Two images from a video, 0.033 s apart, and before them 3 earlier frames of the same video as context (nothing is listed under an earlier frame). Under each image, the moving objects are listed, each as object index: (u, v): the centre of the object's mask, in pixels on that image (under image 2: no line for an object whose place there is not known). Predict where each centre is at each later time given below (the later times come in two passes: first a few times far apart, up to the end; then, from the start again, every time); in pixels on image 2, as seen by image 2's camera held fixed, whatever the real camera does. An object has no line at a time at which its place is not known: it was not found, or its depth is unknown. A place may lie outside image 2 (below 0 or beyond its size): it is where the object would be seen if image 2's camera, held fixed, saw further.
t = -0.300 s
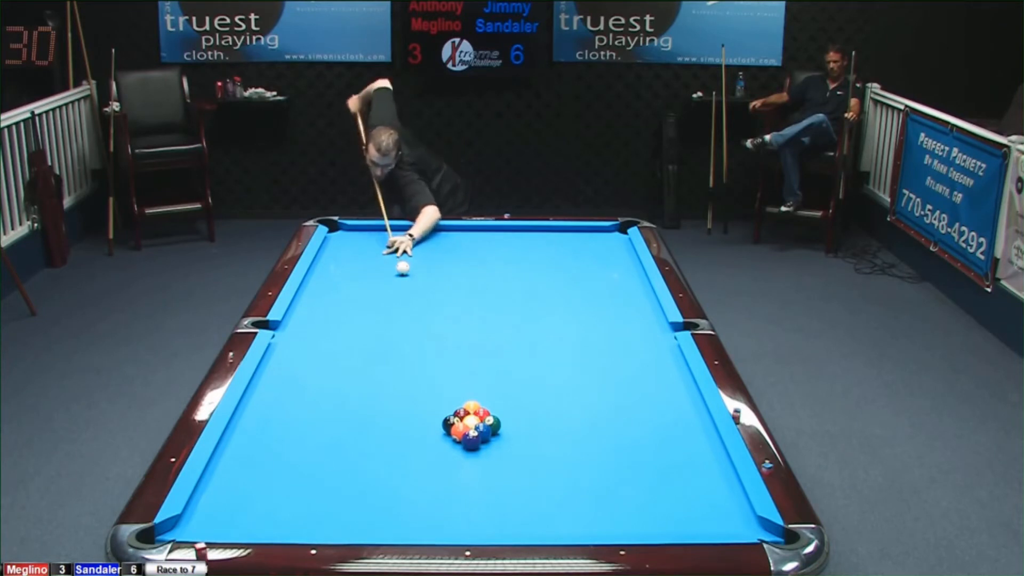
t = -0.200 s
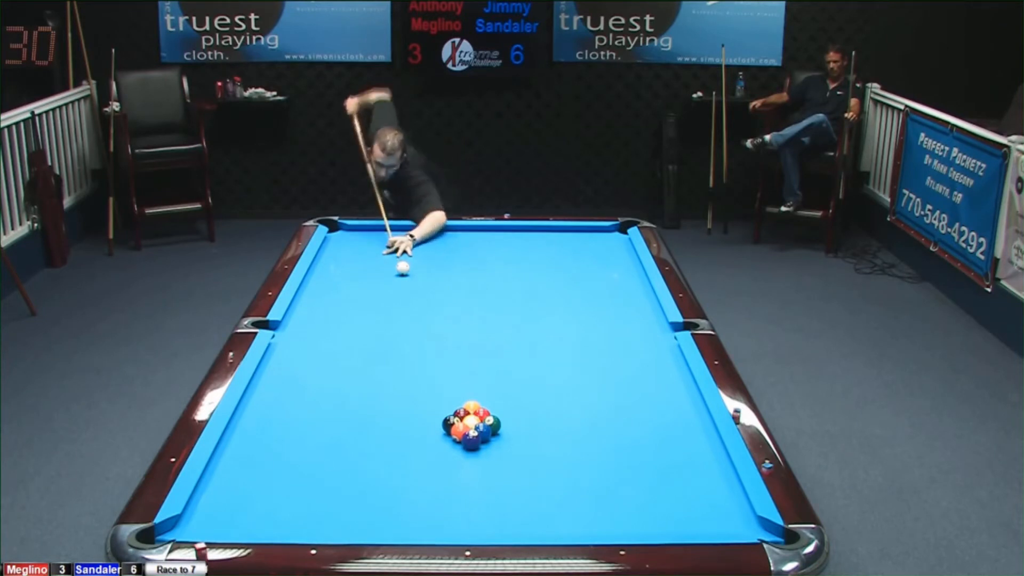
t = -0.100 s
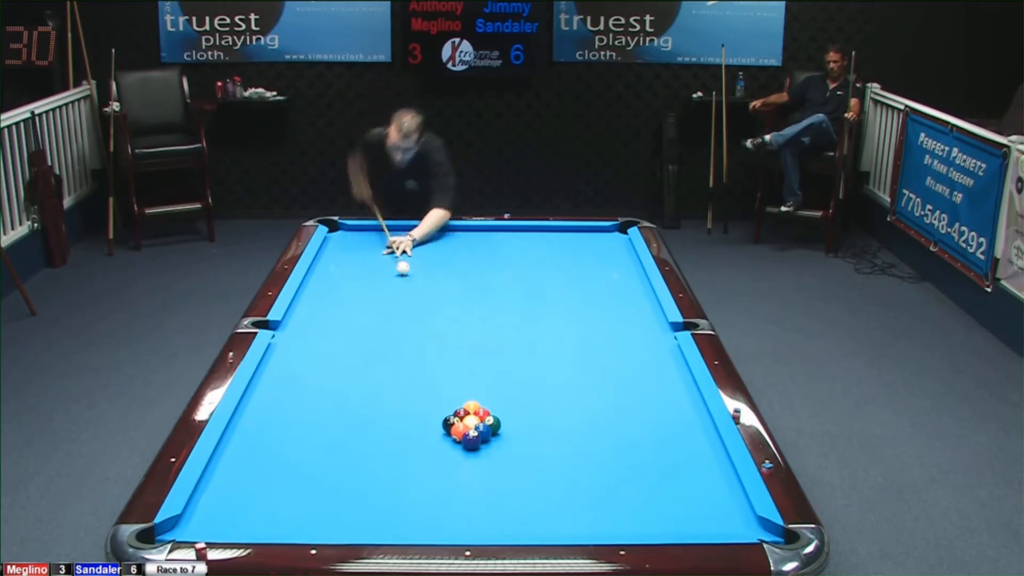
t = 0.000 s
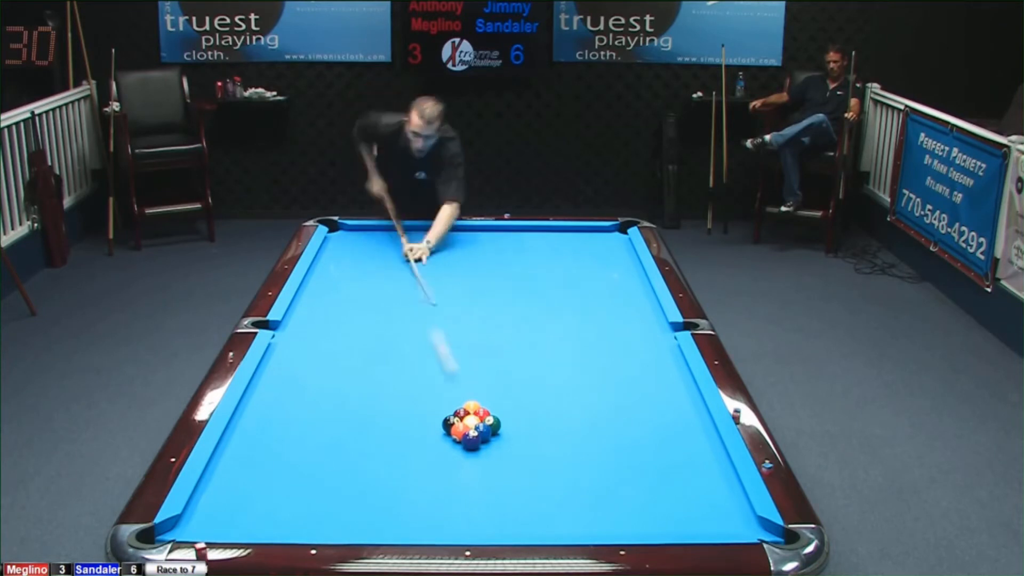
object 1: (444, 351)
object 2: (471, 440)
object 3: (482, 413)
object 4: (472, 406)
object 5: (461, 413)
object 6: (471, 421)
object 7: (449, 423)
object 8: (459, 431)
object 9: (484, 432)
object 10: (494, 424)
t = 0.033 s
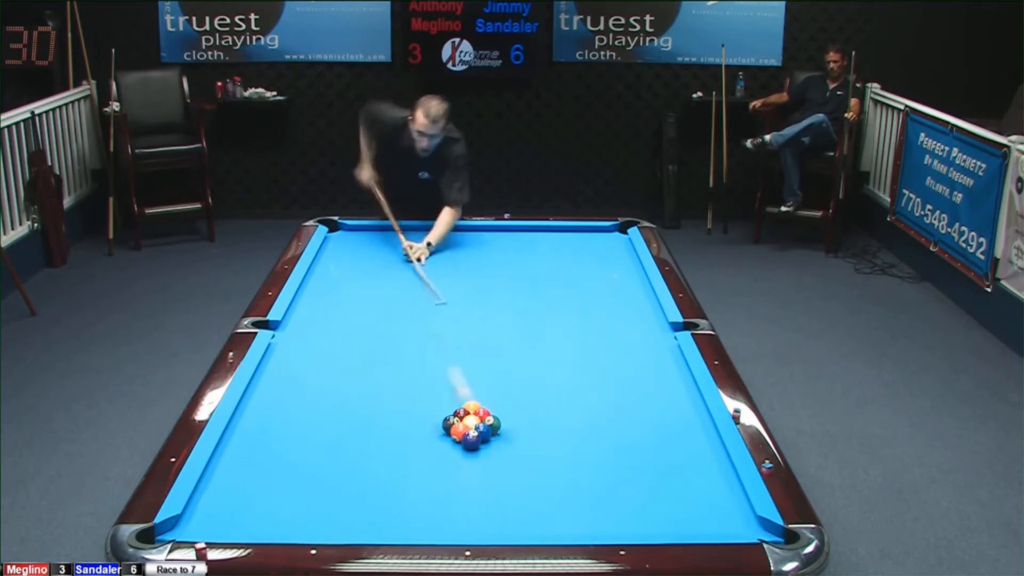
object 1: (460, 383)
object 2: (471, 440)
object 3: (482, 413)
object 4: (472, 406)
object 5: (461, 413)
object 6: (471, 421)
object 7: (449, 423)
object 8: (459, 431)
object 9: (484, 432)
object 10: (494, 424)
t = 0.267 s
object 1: (409, 380)
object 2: (445, 504)
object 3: (591, 394)
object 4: (531, 392)
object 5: (443, 417)
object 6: (432, 439)
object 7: (226, 486)
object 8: (413, 493)
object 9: (511, 464)
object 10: (621, 525)
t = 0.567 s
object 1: (351, 375)
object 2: (443, 417)
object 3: (677, 368)
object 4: (591, 370)
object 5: (420, 416)
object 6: (381, 456)
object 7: (350, 501)
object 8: (443, 527)
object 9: (551, 506)
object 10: (321, 482)
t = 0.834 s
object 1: (312, 375)
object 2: (441, 362)
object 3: (614, 346)
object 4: (638, 353)
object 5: (403, 415)
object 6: (334, 472)
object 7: (353, 479)
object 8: (545, 517)
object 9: (580, 521)
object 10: (287, 438)
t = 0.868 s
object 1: (308, 375)
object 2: (442, 356)
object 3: (607, 343)
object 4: (644, 351)
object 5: (401, 415)
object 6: (330, 474)
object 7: (355, 476)
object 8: (557, 516)
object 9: (583, 519)
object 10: (305, 431)
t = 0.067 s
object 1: (459, 389)
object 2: (468, 452)
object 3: (497, 415)
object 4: (481, 403)
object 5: (458, 415)
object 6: (465, 426)
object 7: (419, 433)
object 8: (454, 440)
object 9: (486, 437)
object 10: (542, 443)
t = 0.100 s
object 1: (450, 380)
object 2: (462, 474)
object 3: (516, 411)
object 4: (490, 399)
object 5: (456, 414)
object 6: (459, 428)
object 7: (380, 440)
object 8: (447, 450)
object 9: (490, 442)
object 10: (605, 462)
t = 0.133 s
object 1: (442, 373)
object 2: (457, 493)
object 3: (534, 408)
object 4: (500, 398)
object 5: (454, 415)
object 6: (453, 431)
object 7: (339, 450)
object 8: (440, 457)
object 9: (495, 447)
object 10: (667, 478)
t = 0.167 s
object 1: (433, 370)
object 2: (452, 514)
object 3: (550, 404)
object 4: (509, 399)
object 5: (451, 416)
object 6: (448, 433)
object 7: (296, 461)
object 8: (433, 467)
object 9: (499, 451)
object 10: (727, 496)
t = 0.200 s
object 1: (425, 371)
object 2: (447, 526)
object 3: (564, 401)
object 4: (517, 396)
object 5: (448, 417)
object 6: (442, 435)
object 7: (253, 472)
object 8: (426, 476)
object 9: (503, 456)
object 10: (707, 508)
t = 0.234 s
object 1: (417, 374)
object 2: (446, 519)
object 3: (578, 397)
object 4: (525, 394)
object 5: (446, 417)
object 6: (437, 437)
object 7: (213, 482)
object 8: (419, 484)
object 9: (506, 460)
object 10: (663, 518)
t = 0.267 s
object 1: (409, 380)
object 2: (445, 504)
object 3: (591, 394)
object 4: (531, 392)
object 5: (443, 417)
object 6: (432, 439)
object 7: (226, 486)
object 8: (413, 493)
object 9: (511, 464)
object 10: (621, 525)
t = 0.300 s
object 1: (401, 380)
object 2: (445, 491)
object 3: (603, 391)
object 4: (538, 389)
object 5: (440, 417)
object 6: (426, 440)
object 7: (249, 492)
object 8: (406, 501)
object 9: (515, 469)
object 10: (576, 528)
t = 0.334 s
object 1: (394, 376)
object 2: (445, 480)
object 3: (614, 388)
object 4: (546, 387)
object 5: (438, 417)
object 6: (421, 442)
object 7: (272, 497)
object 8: (399, 510)
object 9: (519, 473)
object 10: (537, 525)
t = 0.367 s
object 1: (387, 375)
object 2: (445, 469)
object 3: (626, 385)
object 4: (552, 384)
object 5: (435, 417)
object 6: (415, 445)
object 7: (296, 503)
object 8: (392, 519)
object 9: (524, 478)
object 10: (502, 518)
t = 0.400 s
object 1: (380, 378)
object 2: (444, 459)
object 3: (638, 382)
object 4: (559, 382)
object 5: (433, 417)
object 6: (409, 447)
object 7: (319, 508)
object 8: (385, 525)
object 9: (528, 483)
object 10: (467, 513)
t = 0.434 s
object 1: (374, 377)
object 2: (444, 451)
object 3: (648, 380)
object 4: (566, 380)
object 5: (430, 416)
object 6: (403, 449)
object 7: (341, 513)
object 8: (379, 525)
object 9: (532, 486)
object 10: (435, 505)
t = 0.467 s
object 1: (368, 375)
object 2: (444, 441)
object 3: (660, 377)
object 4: (572, 377)
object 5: (428, 416)
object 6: (398, 450)
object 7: (357, 515)
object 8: (382, 522)
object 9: (536, 491)
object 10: (404, 499)
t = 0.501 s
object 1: (361, 376)
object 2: (443, 433)
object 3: (671, 374)
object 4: (578, 375)
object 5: (425, 416)
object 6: (392, 452)
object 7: (354, 511)
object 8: (403, 524)
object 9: (541, 497)
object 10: (375, 492)
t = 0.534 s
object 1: (356, 375)
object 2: (443, 426)
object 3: (681, 371)
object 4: (585, 372)
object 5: (423, 416)
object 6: (386, 454)
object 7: (351, 505)
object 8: (424, 526)
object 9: (546, 502)
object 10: (346, 486)
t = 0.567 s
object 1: (351, 375)
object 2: (443, 417)
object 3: (677, 368)
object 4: (591, 370)
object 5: (420, 416)
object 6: (381, 456)
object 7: (350, 501)
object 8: (443, 527)
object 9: (551, 506)
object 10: (321, 482)
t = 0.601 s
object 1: (346, 374)
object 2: (443, 409)
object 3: (667, 365)
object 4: (597, 368)
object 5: (418, 416)
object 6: (375, 458)
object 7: (348, 498)
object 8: (461, 527)
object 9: (555, 512)
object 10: (297, 476)
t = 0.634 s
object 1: (341, 374)
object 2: (443, 402)
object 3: (659, 362)
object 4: (603, 366)
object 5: (416, 416)
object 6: (369, 460)
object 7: (348, 494)
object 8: (474, 525)
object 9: (560, 516)
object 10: (273, 472)
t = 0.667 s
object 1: (336, 374)
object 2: (442, 395)
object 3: (651, 359)
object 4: (609, 364)
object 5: (414, 415)
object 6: (363, 462)
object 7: (348, 492)
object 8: (487, 524)
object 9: (565, 522)
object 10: (251, 467)
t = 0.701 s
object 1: (331, 374)
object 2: (442, 388)
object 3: (643, 356)
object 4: (615, 361)
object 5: (411, 415)
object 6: (357, 464)
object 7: (349, 489)
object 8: (499, 523)
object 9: (569, 525)
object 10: (230, 463)
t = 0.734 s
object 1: (326, 374)
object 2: (442, 382)
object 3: (636, 354)
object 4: (620, 360)
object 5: (409, 415)
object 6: (352, 466)
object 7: (350, 486)
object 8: (511, 522)
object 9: (575, 527)
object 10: (228, 457)
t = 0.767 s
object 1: (321, 375)
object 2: (442, 375)
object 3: (628, 347)
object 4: (626, 357)
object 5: (407, 415)
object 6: (346, 467)
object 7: (351, 483)
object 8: (522, 521)
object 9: (576, 526)
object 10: (250, 449)
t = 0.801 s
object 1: (317, 375)
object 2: (441, 369)
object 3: (619, 347)
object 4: (632, 355)
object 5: (405, 415)
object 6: (340, 469)
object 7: (352, 481)
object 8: (534, 519)
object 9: (578, 524)
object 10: (268, 444)
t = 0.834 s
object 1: (312, 375)
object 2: (441, 362)
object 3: (614, 346)
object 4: (638, 353)
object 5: (403, 415)
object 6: (334, 472)
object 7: (353, 479)
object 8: (545, 517)
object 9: (580, 521)
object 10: (287, 438)
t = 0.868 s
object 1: (308, 375)
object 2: (442, 356)
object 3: (607, 343)
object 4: (644, 351)
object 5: (401, 415)
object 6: (330, 474)
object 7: (355, 476)
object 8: (557, 516)
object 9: (583, 519)
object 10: (305, 431)
